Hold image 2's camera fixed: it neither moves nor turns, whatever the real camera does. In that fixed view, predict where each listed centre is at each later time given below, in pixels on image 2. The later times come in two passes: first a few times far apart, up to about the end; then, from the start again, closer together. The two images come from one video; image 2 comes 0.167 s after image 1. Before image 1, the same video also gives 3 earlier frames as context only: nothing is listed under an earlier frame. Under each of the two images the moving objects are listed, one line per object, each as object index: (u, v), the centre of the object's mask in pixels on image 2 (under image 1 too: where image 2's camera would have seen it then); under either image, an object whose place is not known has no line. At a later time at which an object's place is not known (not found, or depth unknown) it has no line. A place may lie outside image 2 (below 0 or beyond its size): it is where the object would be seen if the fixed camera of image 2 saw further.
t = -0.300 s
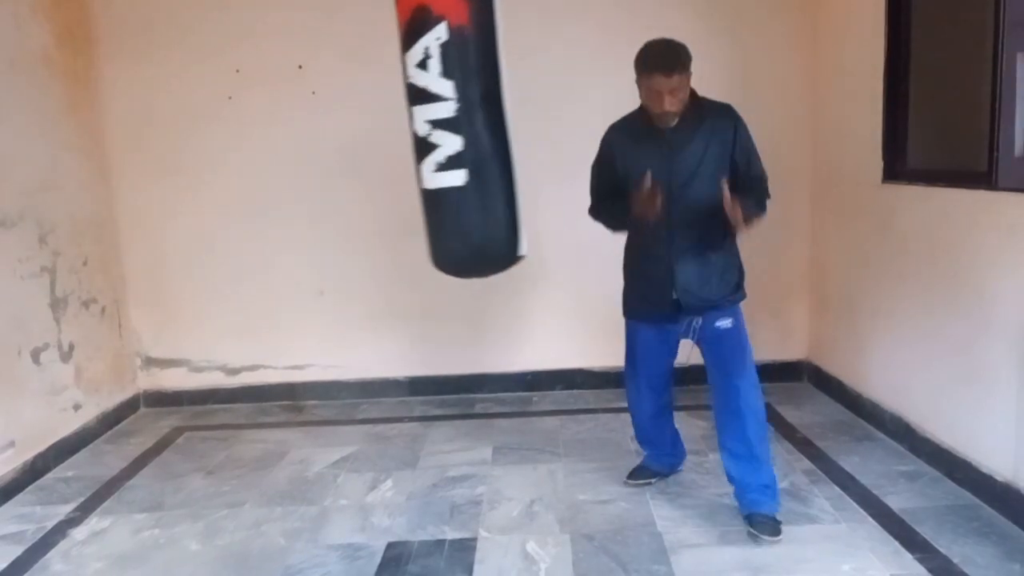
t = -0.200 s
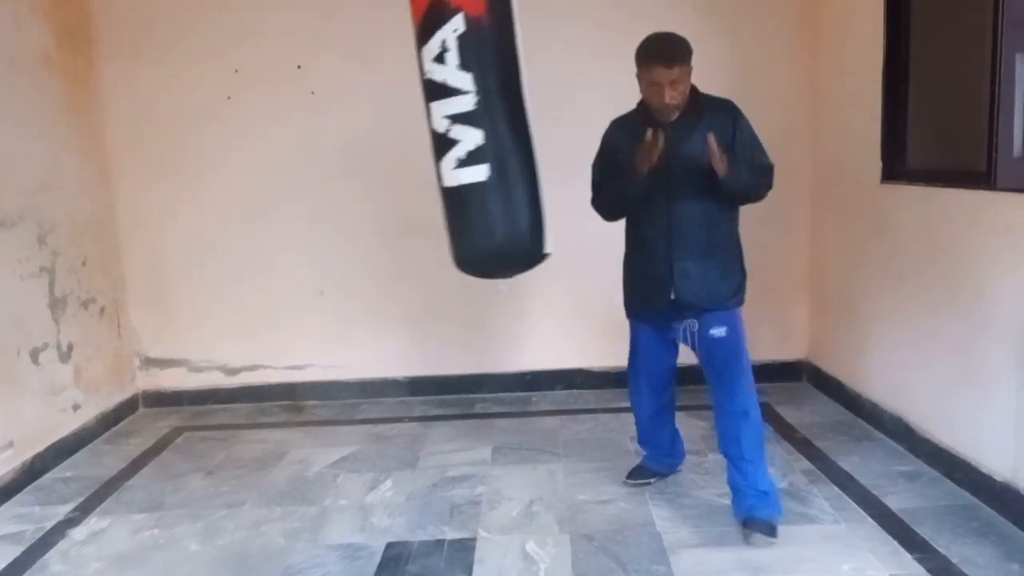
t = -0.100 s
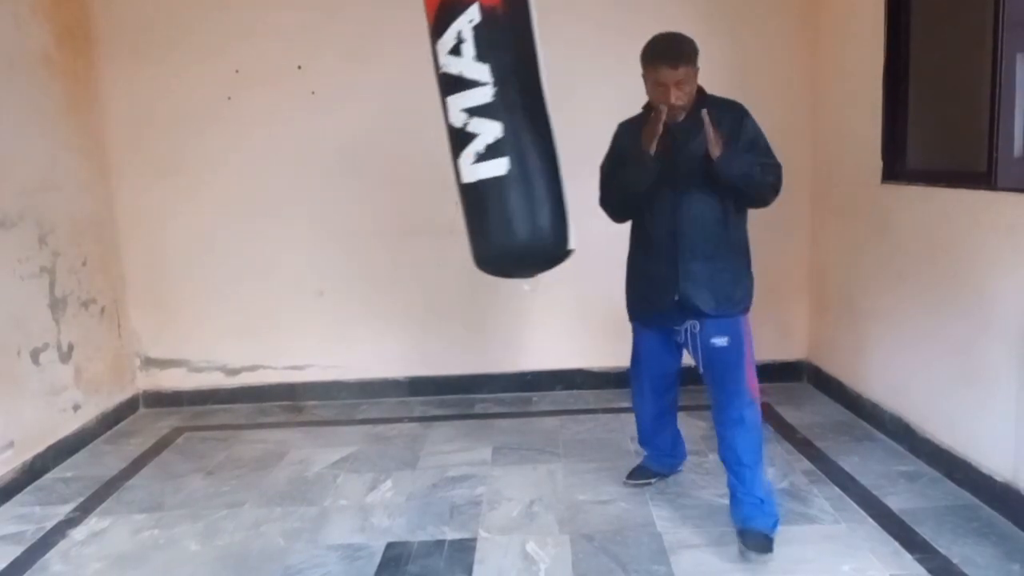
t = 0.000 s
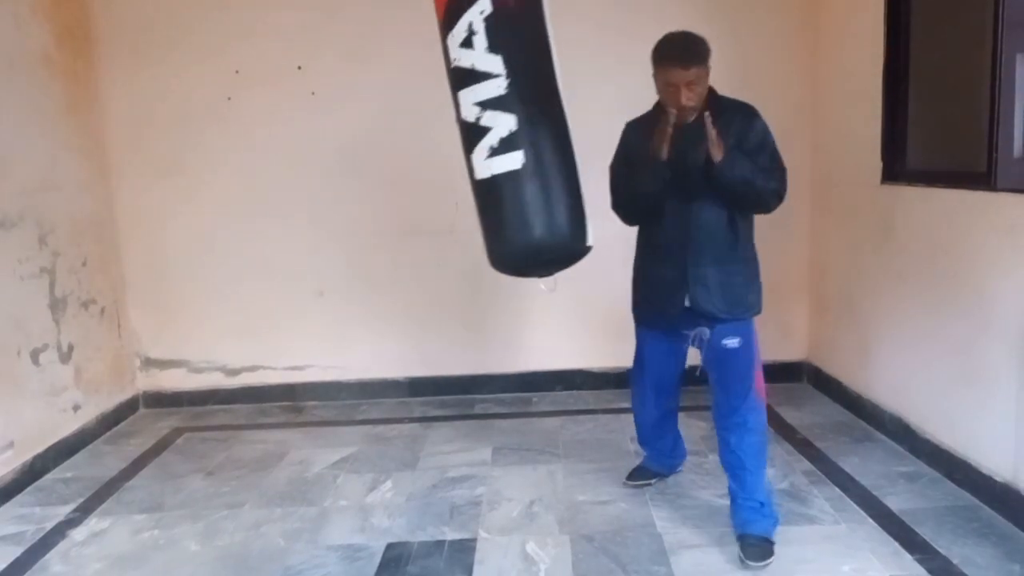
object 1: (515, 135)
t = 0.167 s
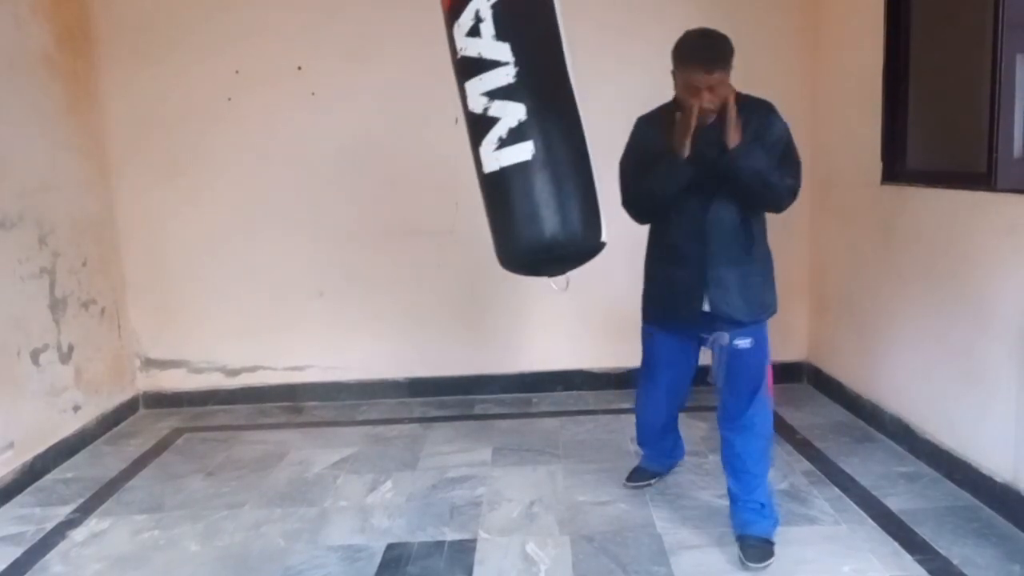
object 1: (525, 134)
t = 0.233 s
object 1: (524, 135)
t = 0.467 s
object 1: (494, 139)
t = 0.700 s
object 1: (438, 143)
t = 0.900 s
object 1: (390, 142)
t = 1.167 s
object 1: (351, 136)
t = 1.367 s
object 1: (344, 132)
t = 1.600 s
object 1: (359, 130)
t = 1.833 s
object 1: (395, 132)
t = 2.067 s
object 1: (442, 136)
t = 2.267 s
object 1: (484, 138)
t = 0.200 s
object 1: (525, 135)
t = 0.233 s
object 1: (524, 135)
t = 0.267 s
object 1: (522, 135)
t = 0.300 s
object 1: (520, 135)
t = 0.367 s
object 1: (511, 136)
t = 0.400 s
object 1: (506, 137)
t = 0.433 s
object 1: (500, 138)
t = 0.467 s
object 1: (494, 139)
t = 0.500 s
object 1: (487, 139)
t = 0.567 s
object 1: (472, 141)
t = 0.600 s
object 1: (462, 141)
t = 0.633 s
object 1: (454, 142)
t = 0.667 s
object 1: (446, 142)
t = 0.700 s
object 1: (438, 143)
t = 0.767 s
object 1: (421, 144)
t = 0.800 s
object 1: (412, 143)
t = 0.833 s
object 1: (405, 143)
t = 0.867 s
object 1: (397, 143)
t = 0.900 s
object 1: (390, 142)
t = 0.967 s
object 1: (378, 142)
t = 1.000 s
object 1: (372, 141)
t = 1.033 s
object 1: (367, 140)
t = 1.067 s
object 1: (362, 139)
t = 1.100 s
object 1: (358, 138)
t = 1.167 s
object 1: (351, 136)
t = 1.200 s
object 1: (348, 135)
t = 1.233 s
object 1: (347, 134)
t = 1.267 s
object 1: (346, 133)
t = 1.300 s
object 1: (345, 133)
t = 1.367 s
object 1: (344, 132)
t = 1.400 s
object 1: (345, 131)
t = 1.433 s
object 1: (345, 130)
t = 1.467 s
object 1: (347, 130)
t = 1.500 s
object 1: (349, 130)
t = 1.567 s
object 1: (356, 129)
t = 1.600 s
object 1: (359, 130)
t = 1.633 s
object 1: (363, 129)
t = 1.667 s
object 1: (367, 130)
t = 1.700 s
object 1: (372, 130)
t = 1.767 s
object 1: (382, 131)
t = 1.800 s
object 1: (388, 131)
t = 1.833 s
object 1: (395, 132)
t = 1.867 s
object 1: (402, 133)
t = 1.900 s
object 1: (407, 133)
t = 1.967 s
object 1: (421, 135)
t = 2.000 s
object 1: (428, 135)
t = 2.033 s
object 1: (435, 136)
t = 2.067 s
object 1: (442, 136)
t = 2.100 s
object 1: (449, 137)
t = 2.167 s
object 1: (463, 138)
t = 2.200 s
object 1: (471, 138)
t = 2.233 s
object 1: (478, 138)
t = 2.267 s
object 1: (484, 138)
